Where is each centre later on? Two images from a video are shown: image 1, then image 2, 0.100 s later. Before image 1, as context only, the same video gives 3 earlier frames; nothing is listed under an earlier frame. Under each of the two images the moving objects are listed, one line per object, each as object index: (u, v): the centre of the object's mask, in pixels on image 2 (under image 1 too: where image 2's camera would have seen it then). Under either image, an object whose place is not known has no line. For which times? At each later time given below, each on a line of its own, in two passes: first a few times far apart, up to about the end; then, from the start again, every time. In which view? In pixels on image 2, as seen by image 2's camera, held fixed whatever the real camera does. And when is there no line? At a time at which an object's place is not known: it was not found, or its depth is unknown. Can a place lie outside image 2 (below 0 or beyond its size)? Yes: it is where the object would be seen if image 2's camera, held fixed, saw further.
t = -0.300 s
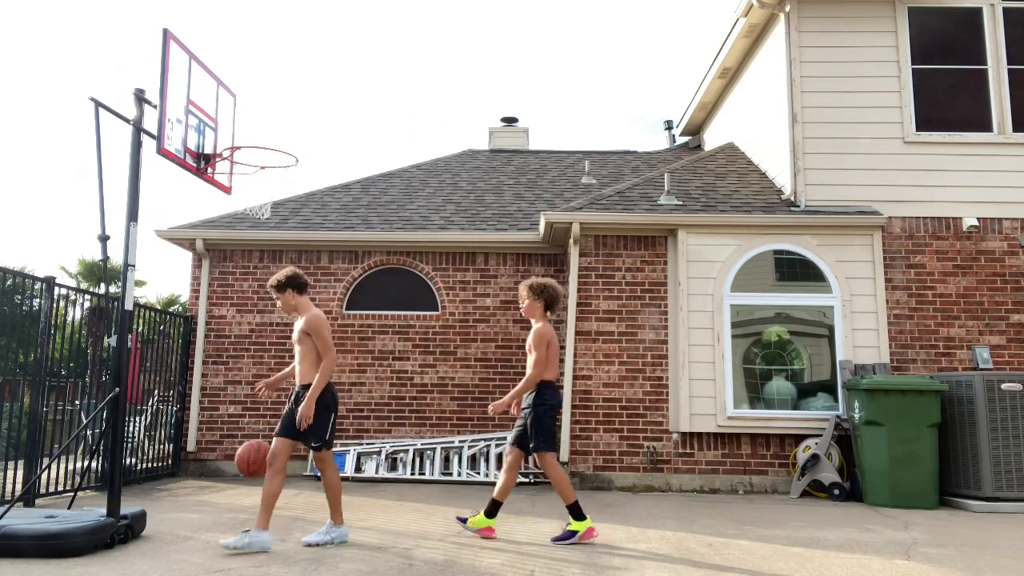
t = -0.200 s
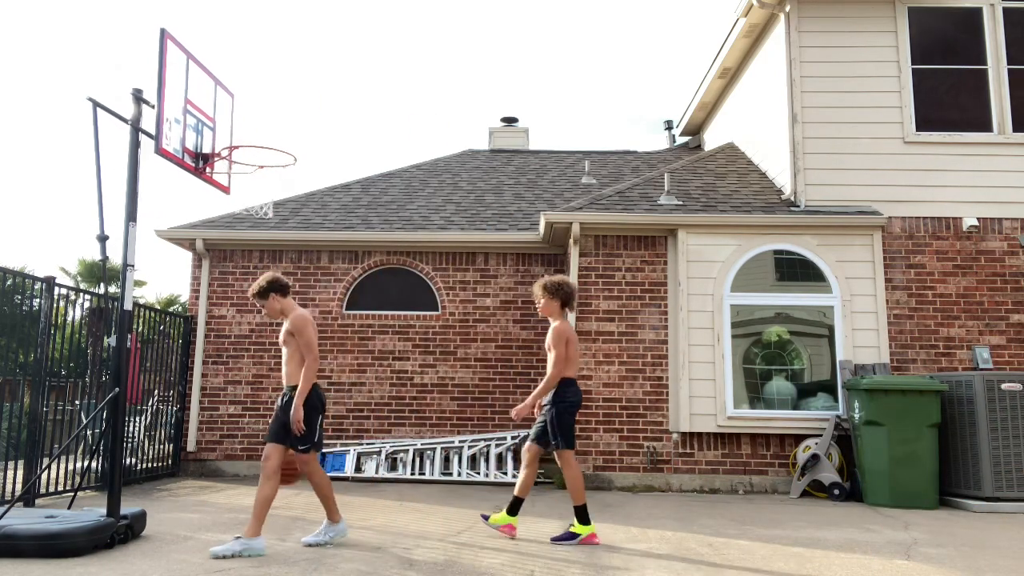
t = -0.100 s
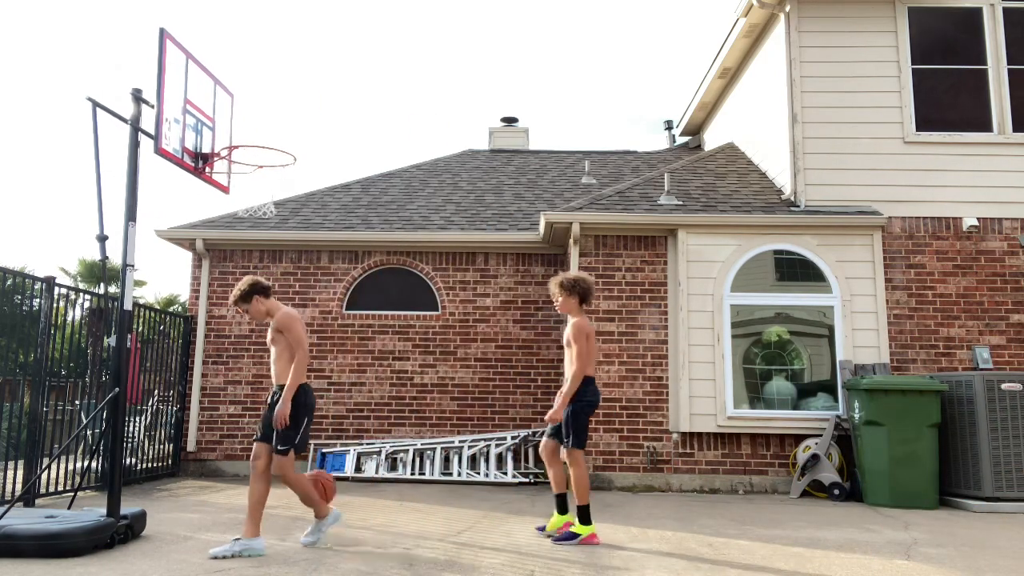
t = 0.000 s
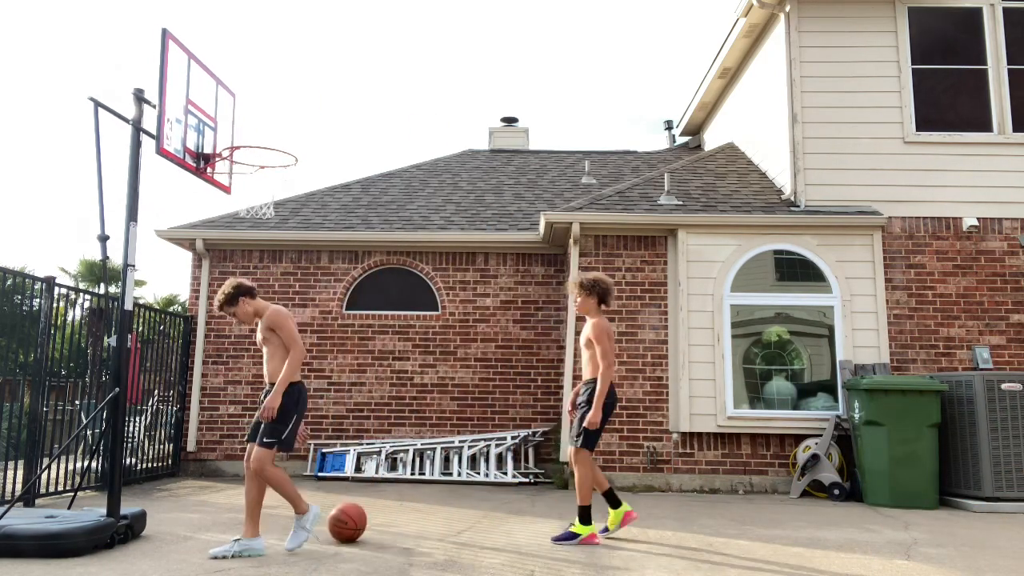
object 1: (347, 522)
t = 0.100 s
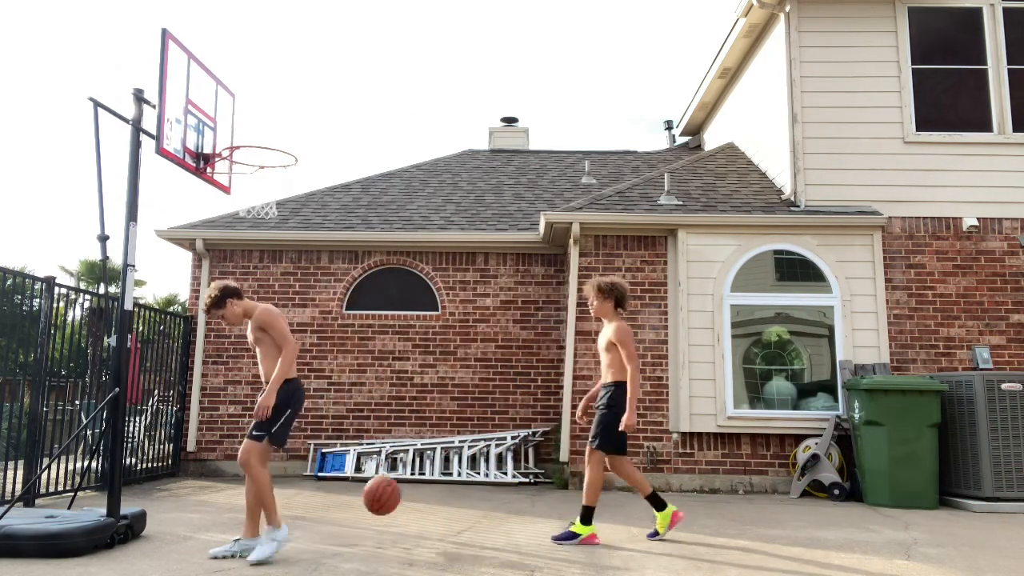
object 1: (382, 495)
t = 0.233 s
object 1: (426, 485)
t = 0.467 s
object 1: (503, 522)
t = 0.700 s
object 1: (578, 502)
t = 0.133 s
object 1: (393, 490)
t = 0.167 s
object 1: (403, 486)
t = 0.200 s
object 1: (415, 485)
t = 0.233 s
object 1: (426, 485)
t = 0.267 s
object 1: (437, 487)
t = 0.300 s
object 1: (448, 491)
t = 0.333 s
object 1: (459, 496)
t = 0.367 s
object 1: (470, 503)
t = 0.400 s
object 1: (481, 512)
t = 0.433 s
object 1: (492, 523)
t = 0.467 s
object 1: (503, 522)
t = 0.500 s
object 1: (514, 514)
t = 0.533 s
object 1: (525, 507)
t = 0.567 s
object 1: (535, 503)
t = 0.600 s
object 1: (546, 500)
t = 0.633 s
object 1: (556, 499)
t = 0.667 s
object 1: (567, 500)
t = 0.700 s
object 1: (578, 502)
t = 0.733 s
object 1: (589, 507)
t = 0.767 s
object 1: (600, 513)
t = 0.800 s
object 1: (611, 522)
